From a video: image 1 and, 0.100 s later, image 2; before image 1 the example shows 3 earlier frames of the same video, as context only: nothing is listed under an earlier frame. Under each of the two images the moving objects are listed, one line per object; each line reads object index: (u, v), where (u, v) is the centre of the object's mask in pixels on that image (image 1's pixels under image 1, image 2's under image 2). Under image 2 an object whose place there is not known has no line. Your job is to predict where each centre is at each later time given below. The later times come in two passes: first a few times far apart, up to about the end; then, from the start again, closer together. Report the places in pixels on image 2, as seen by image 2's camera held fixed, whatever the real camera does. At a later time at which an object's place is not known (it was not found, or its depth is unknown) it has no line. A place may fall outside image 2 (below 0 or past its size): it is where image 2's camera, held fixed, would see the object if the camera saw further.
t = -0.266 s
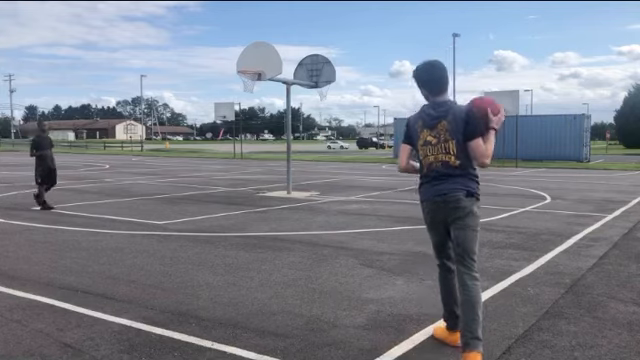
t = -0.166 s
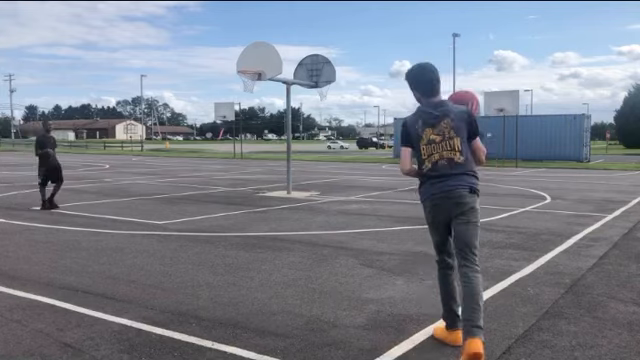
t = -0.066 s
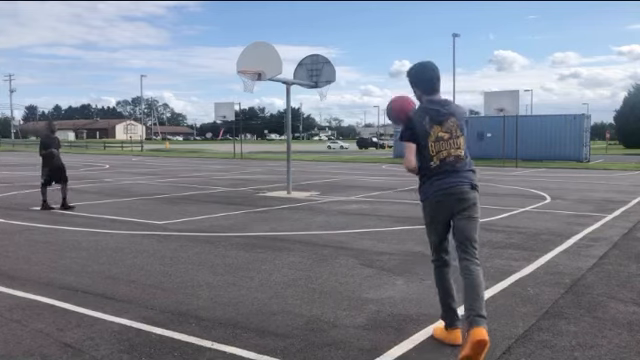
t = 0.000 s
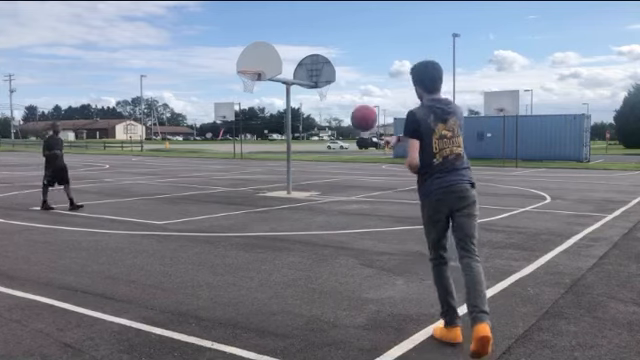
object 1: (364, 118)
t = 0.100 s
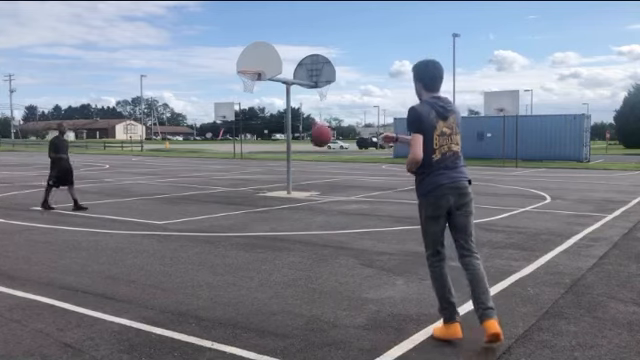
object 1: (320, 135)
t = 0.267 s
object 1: (268, 171)
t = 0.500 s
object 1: (225, 213)
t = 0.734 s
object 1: (210, 164)
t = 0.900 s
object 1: (202, 152)
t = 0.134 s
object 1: (308, 142)
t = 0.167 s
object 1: (297, 149)
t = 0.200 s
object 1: (287, 156)
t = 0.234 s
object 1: (277, 164)
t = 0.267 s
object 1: (268, 171)
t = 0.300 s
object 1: (260, 180)
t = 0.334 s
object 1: (253, 187)
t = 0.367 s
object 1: (246, 195)
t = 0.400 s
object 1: (239, 203)
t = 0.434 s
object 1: (232, 213)
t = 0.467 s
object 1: (227, 222)
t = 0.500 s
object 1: (225, 213)
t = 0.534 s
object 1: (223, 202)
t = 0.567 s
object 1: (220, 194)
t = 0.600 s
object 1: (219, 187)
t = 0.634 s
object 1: (216, 180)
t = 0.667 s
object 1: (214, 173)
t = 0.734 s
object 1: (210, 164)
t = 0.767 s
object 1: (209, 160)
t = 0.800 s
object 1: (207, 158)
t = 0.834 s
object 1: (206, 156)
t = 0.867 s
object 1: (203, 153)
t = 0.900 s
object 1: (202, 152)
